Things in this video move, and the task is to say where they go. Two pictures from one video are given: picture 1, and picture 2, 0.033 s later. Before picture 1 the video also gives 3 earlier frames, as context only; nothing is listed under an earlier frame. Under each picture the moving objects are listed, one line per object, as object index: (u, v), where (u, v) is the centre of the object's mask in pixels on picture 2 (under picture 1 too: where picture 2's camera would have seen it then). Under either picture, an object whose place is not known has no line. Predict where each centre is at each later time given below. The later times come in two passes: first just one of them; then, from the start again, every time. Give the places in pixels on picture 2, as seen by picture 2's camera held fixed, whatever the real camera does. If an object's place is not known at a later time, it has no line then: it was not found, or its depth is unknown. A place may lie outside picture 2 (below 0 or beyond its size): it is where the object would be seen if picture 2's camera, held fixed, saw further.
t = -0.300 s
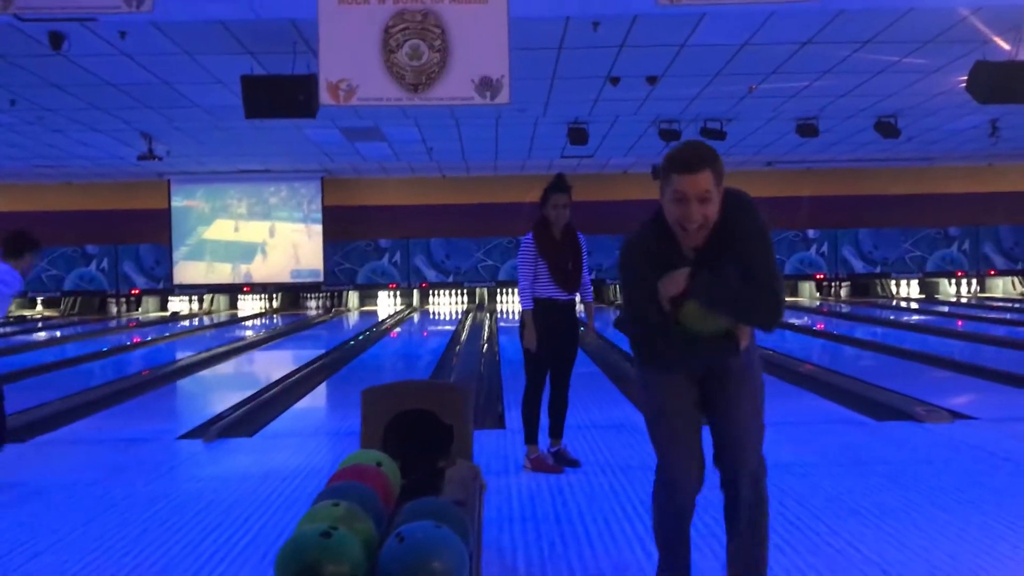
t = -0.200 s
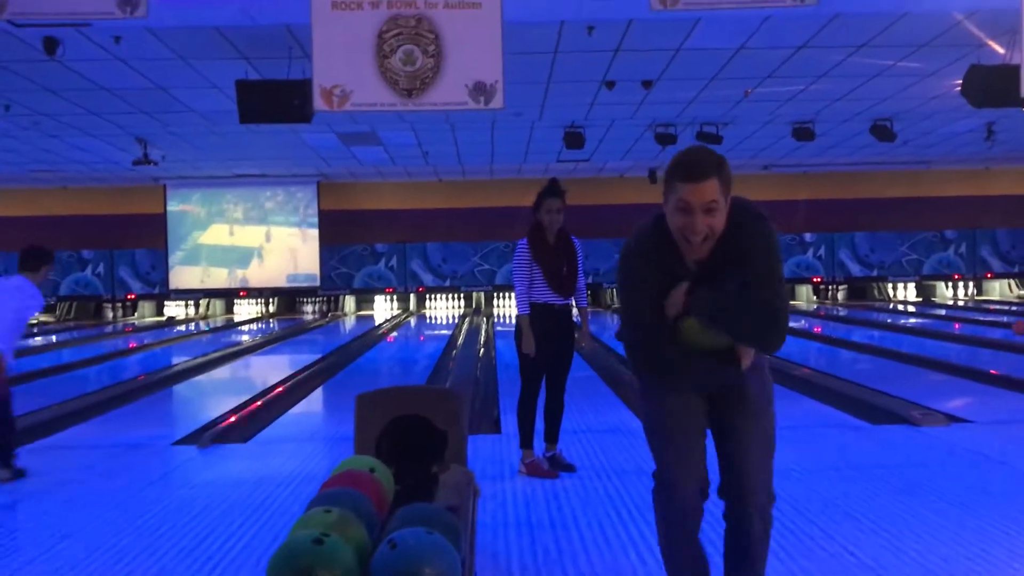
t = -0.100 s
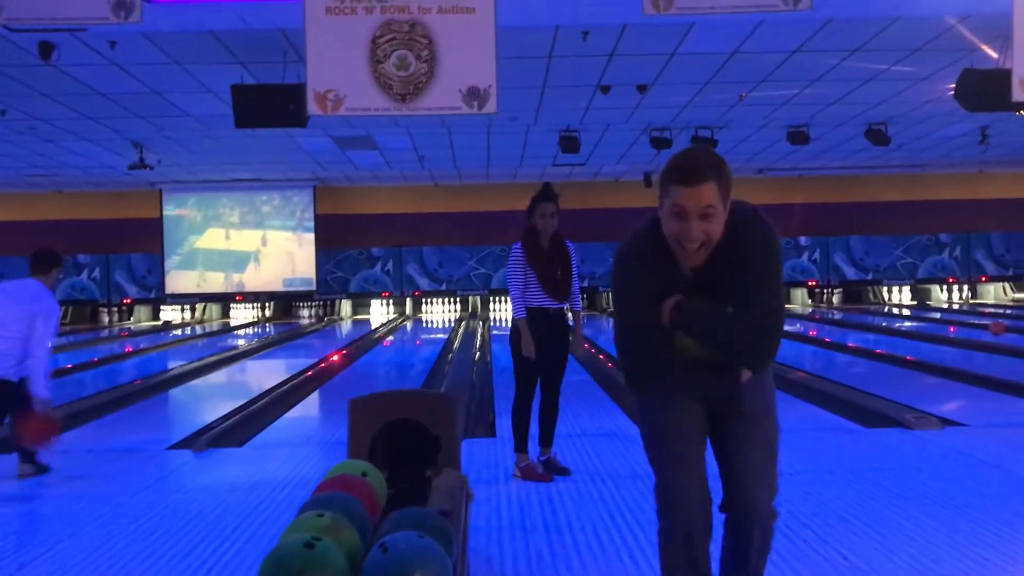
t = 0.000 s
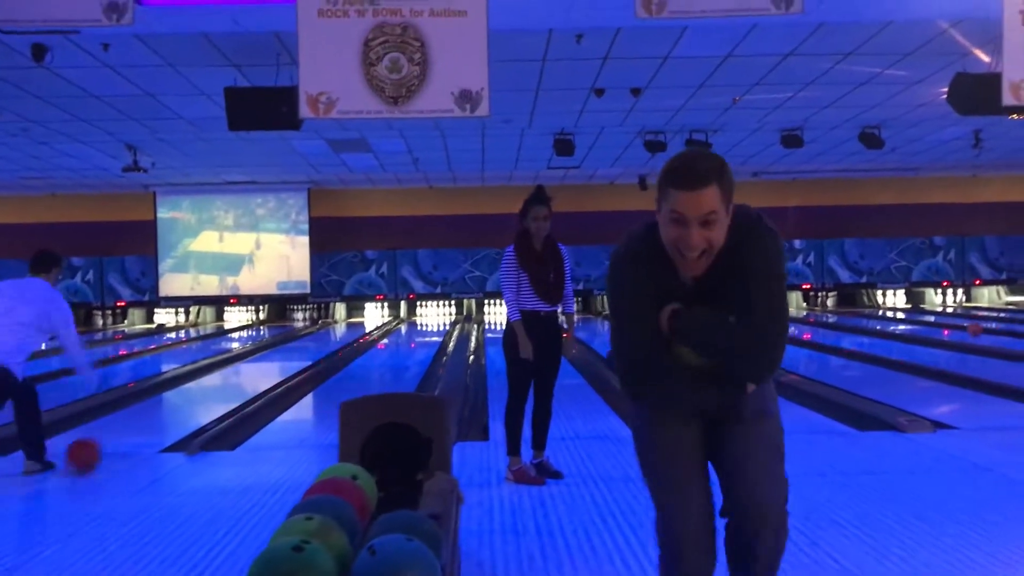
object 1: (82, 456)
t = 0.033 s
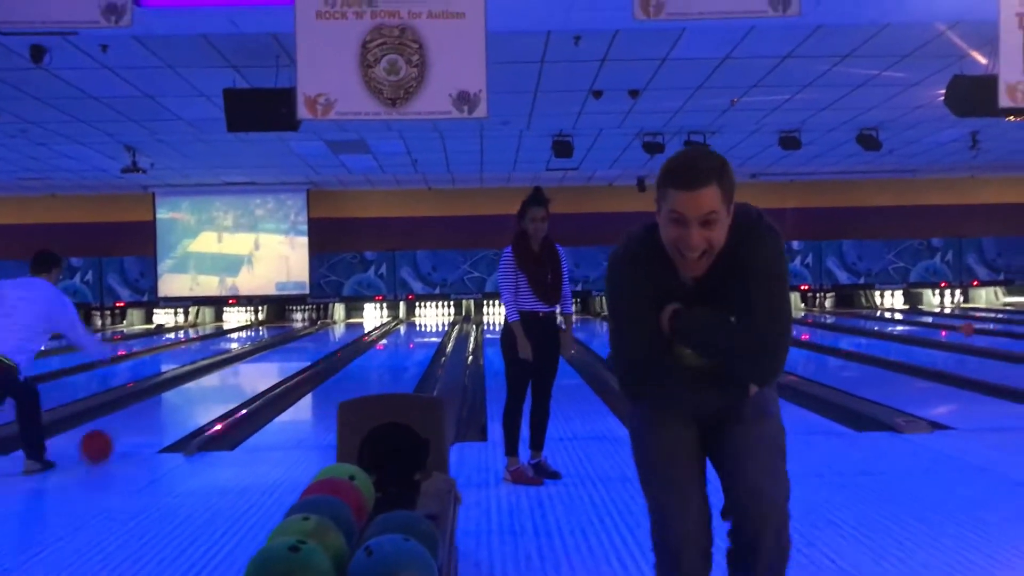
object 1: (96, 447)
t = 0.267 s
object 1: (177, 410)
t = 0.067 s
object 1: (111, 439)
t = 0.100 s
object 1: (124, 435)
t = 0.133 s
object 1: (136, 430)
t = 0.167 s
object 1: (148, 425)
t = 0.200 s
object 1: (158, 420)
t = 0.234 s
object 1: (168, 415)
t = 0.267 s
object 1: (177, 410)
